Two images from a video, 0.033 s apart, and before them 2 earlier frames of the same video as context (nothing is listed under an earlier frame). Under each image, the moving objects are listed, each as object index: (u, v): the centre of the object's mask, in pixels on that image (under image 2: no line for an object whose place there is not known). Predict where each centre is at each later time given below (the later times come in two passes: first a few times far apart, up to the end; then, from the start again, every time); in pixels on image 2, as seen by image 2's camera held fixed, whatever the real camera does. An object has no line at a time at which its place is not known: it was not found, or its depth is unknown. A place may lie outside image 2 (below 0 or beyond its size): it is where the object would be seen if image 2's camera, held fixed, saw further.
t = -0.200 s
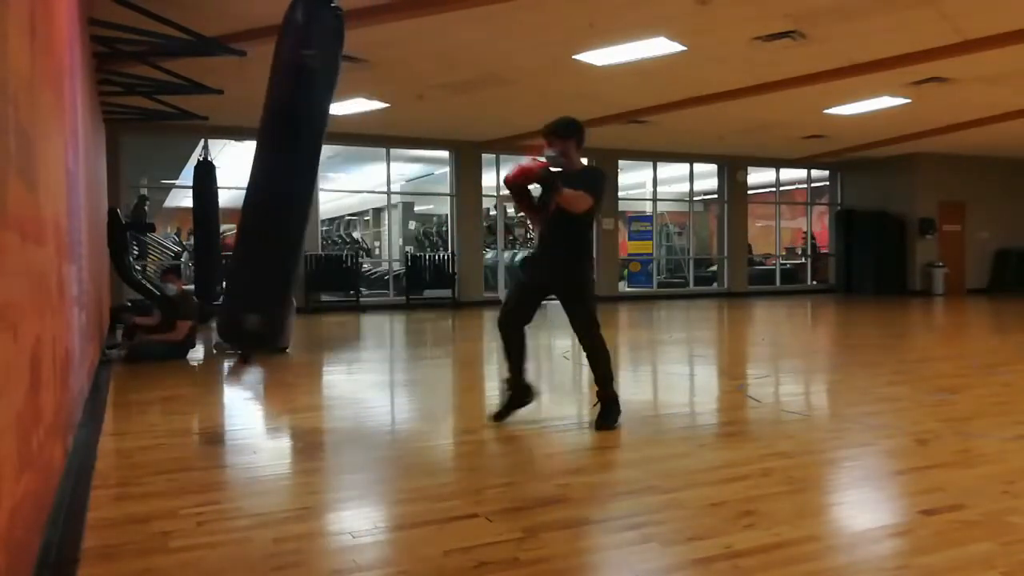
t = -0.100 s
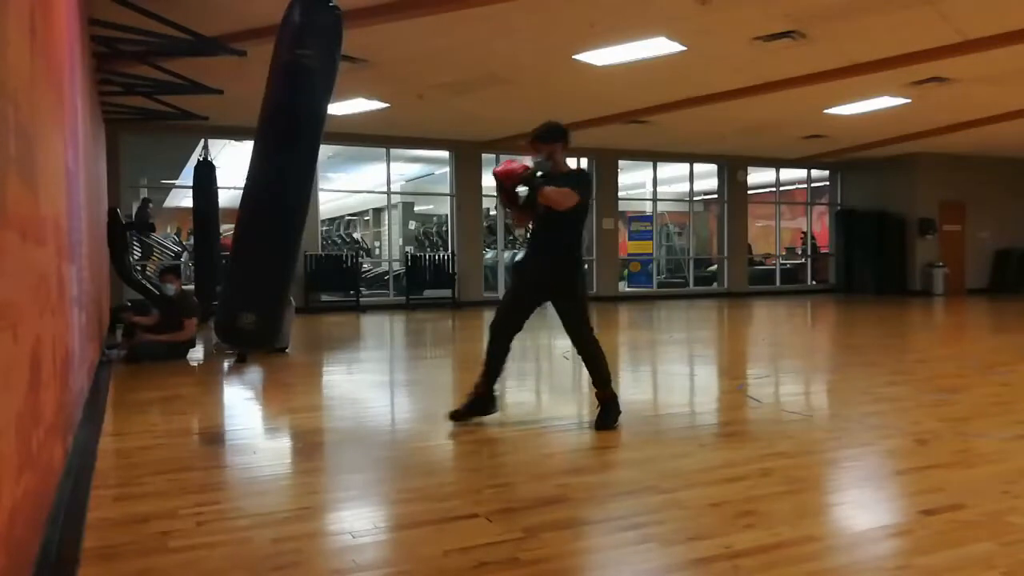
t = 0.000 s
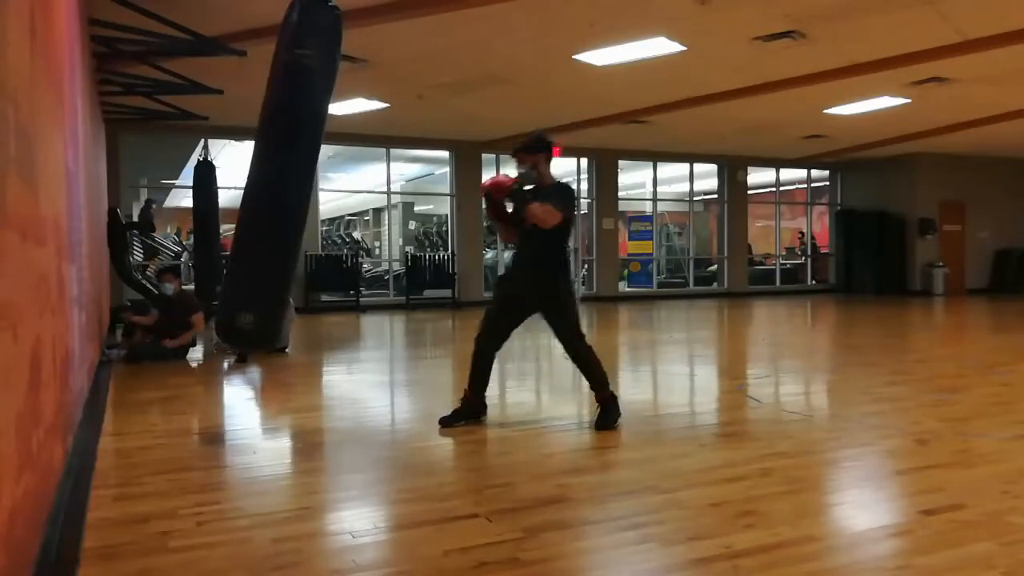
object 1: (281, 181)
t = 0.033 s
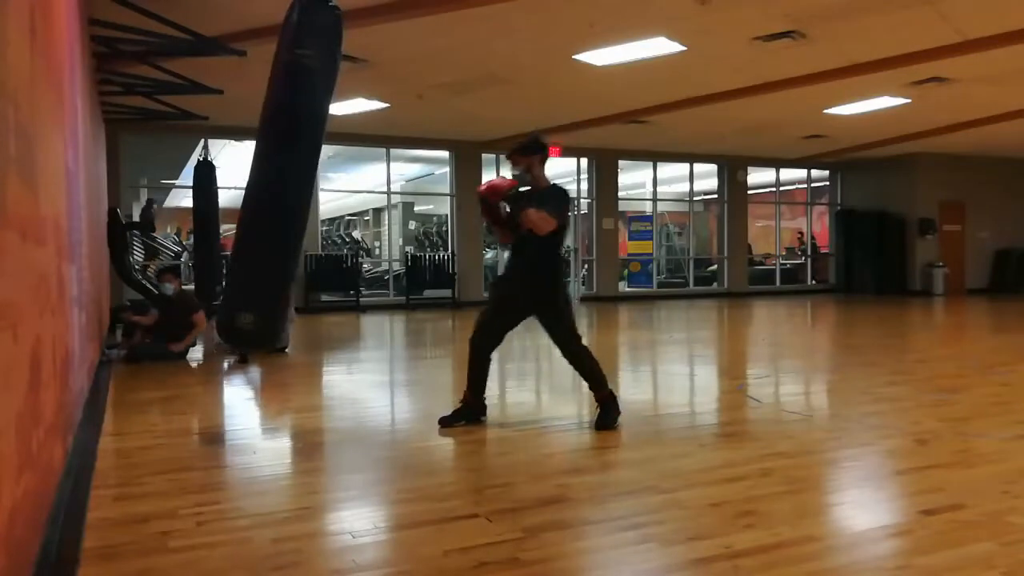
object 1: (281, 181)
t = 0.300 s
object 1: (299, 188)
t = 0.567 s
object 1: (335, 186)
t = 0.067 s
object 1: (283, 180)
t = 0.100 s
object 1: (284, 180)
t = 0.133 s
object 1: (286, 180)
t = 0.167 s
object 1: (288, 182)
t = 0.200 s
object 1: (290, 184)
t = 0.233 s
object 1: (293, 185)
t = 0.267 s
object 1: (296, 187)
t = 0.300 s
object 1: (299, 188)
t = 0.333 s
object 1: (302, 190)
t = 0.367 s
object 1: (306, 189)
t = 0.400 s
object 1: (313, 182)
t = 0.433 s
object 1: (317, 183)
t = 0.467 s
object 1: (321, 185)
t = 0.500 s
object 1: (325, 186)
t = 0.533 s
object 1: (330, 186)
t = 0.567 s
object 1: (335, 186)
